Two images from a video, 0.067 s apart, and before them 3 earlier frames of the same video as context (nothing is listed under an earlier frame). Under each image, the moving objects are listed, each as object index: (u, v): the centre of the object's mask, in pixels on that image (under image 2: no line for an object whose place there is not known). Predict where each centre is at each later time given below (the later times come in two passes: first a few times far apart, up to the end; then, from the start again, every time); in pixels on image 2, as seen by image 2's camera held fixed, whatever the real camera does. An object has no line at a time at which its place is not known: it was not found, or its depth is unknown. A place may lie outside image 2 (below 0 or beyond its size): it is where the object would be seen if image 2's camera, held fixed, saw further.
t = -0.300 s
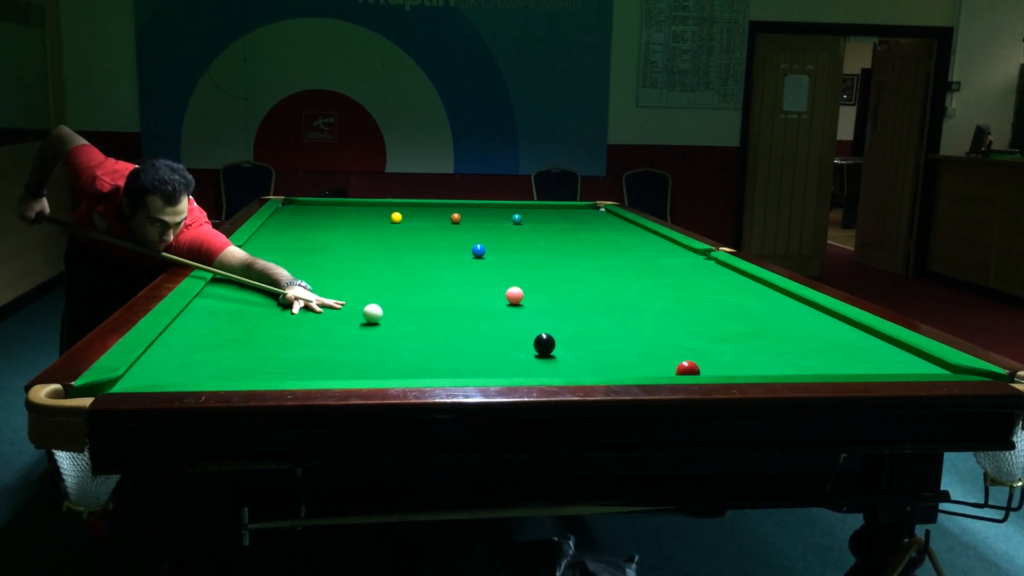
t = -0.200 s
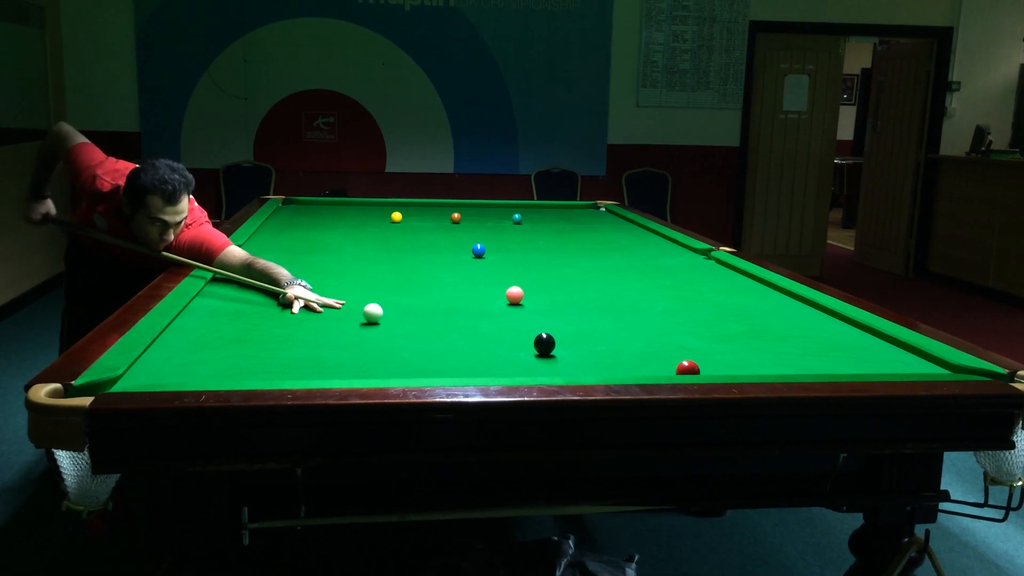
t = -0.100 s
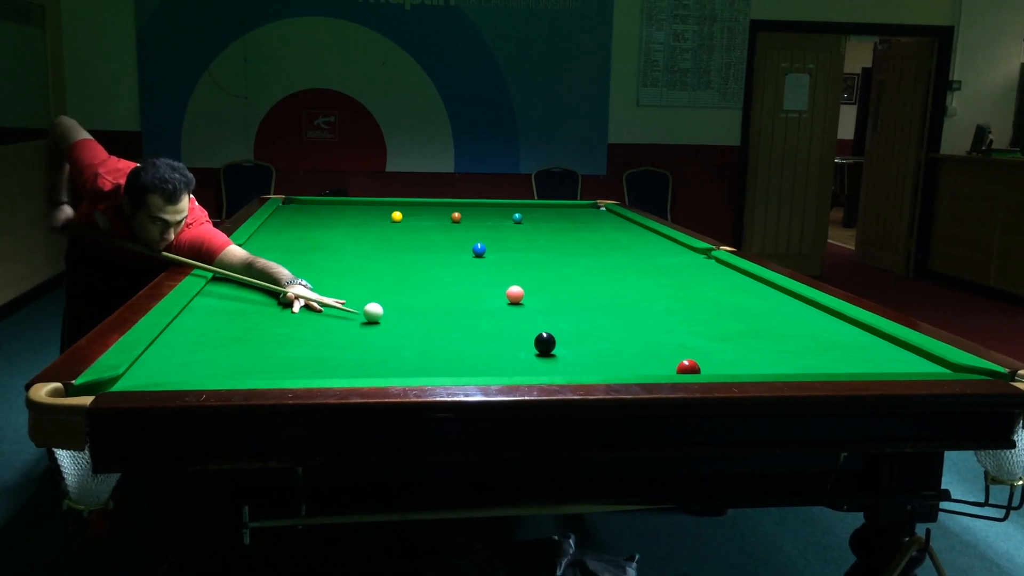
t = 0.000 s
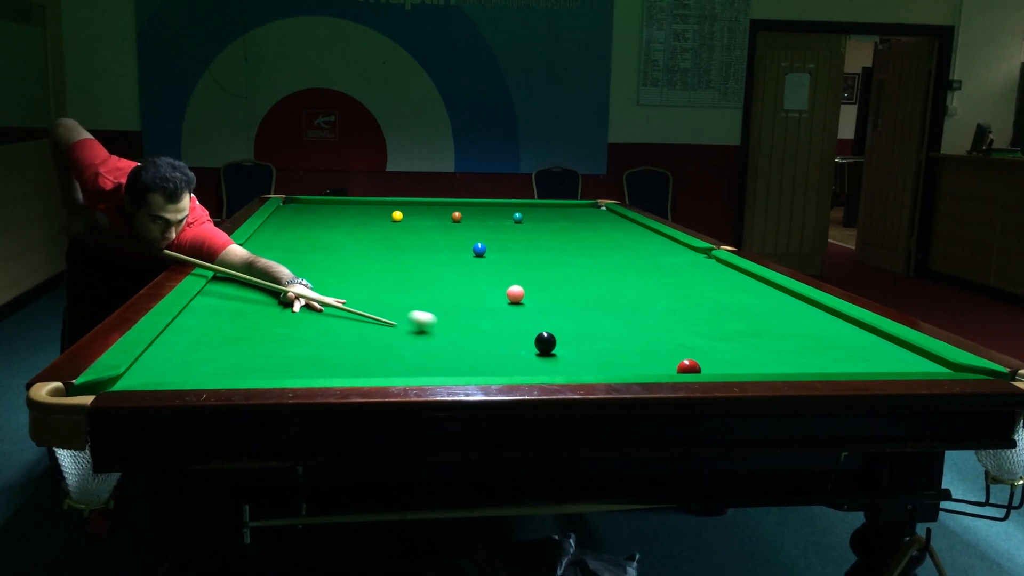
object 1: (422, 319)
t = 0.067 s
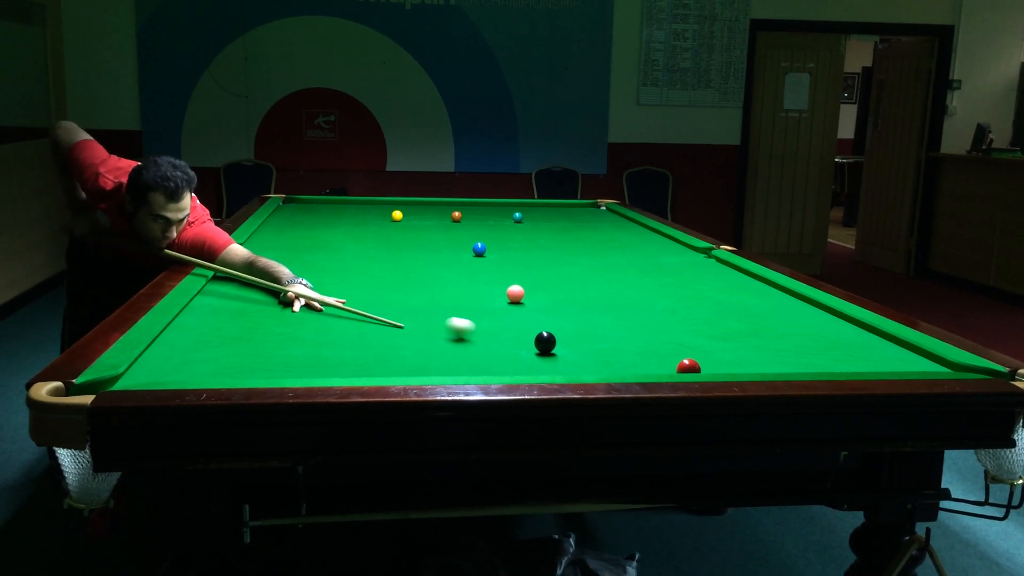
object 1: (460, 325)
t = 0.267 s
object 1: (521, 345)
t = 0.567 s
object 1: (513, 358)
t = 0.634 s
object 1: (511, 362)
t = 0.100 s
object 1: (478, 329)
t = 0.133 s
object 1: (496, 332)
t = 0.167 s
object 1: (514, 336)
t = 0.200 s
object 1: (522, 341)
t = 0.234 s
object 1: (522, 343)
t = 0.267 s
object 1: (521, 345)
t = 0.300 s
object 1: (520, 346)
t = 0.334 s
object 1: (519, 348)
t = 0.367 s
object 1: (518, 349)
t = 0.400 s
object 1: (517, 351)
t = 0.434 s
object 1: (517, 352)
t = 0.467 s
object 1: (516, 354)
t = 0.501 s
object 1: (515, 355)
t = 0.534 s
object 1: (514, 357)
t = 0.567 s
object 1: (513, 358)
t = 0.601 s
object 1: (512, 360)
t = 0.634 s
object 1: (511, 362)
